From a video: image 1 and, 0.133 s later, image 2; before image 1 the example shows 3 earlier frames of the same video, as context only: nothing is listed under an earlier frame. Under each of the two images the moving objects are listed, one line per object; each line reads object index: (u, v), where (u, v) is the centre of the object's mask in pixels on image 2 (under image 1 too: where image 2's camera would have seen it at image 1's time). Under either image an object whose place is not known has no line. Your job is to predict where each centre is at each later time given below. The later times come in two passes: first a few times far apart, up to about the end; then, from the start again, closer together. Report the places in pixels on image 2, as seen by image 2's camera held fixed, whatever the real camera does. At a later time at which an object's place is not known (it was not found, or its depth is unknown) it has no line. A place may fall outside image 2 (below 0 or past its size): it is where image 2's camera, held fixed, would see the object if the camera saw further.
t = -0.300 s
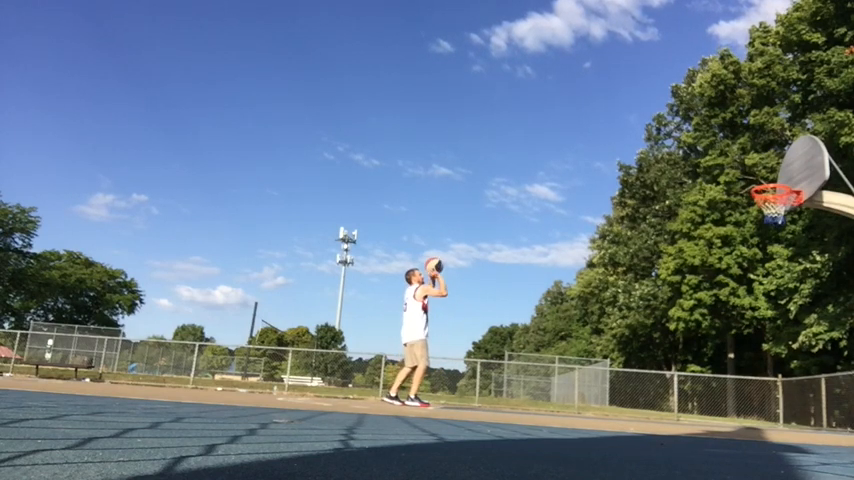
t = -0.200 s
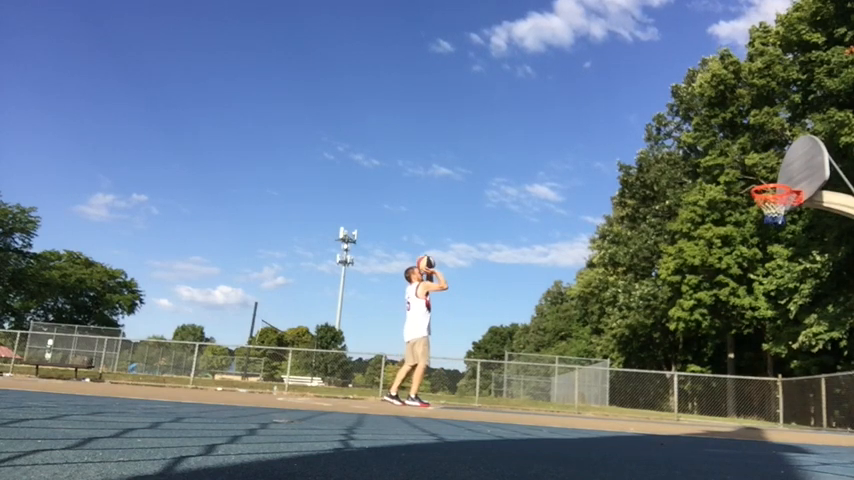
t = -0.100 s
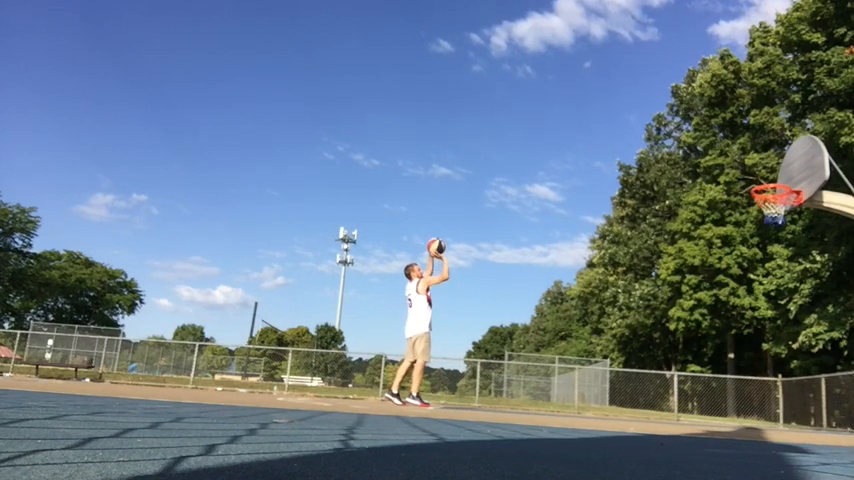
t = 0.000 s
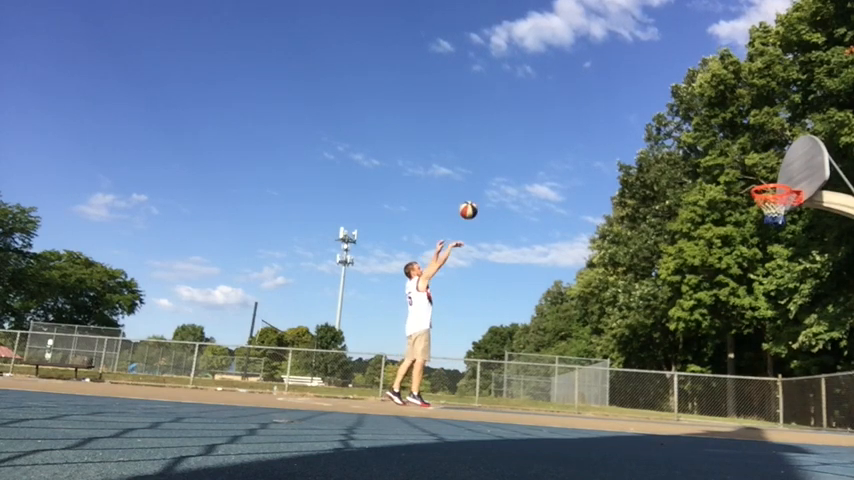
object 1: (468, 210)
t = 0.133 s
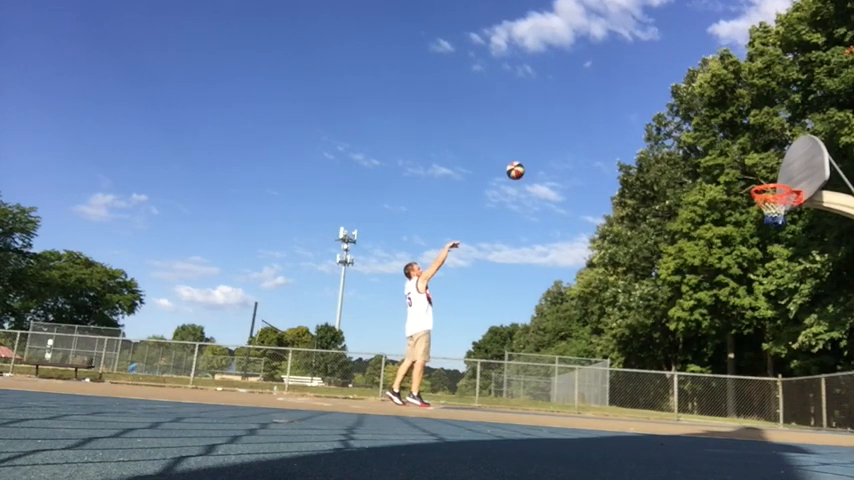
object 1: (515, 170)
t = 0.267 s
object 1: (560, 144)
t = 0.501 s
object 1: (637, 128)
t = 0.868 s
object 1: (754, 179)
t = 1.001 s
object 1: (775, 202)
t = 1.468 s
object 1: (726, 377)
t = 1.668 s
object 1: (704, 364)
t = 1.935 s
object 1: (672, 295)
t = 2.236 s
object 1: (636, 284)
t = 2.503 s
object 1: (604, 332)
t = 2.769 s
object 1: (569, 388)
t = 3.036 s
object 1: (538, 334)
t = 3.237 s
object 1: (514, 331)
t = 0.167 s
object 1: (527, 163)
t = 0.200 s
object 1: (538, 156)
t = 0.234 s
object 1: (549, 150)
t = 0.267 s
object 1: (560, 144)
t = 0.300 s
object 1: (571, 140)
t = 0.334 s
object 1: (583, 136)
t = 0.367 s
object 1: (593, 133)
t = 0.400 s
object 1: (604, 131)
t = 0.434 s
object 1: (615, 129)
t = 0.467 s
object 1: (626, 128)
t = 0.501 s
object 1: (637, 128)
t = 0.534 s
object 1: (648, 129)
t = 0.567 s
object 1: (658, 131)
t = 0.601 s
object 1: (668, 133)
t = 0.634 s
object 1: (679, 136)
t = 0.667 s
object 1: (690, 140)
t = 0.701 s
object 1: (701, 145)
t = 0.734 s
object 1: (712, 150)
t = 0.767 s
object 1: (723, 156)
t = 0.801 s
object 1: (733, 163)
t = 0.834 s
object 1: (744, 171)
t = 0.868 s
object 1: (754, 179)
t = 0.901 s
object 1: (763, 185)
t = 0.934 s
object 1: (774, 192)
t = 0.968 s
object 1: (781, 196)
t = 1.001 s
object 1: (775, 202)
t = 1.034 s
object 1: (771, 210)
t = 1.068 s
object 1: (767, 219)
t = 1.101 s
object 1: (766, 227)
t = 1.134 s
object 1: (762, 236)
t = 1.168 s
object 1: (758, 246)
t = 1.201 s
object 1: (755, 257)
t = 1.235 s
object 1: (751, 269)
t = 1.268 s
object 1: (747, 282)
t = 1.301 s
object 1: (744, 297)
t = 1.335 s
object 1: (740, 310)
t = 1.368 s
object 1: (738, 325)
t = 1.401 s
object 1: (734, 341)
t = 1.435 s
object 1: (730, 358)
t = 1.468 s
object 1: (726, 377)
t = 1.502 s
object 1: (723, 396)
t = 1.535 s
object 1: (720, 416)
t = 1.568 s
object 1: (716, 406)
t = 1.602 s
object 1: (712, 391)
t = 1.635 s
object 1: (708, 377)
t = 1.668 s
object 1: (704, 364)
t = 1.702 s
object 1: (700, 352)
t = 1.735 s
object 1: (696, 341)
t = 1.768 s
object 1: (692, 331)
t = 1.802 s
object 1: (688, 322)
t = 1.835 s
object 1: (684, 314)
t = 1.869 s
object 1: (680, 307)
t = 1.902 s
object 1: (676, 300)
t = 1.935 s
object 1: (672, 295)
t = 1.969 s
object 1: (669, 290)
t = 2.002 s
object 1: (664, 286)
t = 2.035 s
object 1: (660, 282)
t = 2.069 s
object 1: (655, 280)
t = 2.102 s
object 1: (651, 280)
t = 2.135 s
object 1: (647, 280)
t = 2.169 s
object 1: (643, 281)
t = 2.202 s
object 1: (639, 282)
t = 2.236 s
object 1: (636, 284)
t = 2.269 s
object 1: (631, 287)
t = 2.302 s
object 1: (628, 291)
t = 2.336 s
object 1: (624, 296)
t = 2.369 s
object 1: (620, 301)
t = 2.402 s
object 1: (616, 307)
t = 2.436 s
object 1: (611, 315)
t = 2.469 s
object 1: (608, 323)
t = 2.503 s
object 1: (604, 332)
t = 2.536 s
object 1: (599, 342)
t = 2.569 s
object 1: (594, 353)
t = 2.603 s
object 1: (590, 365)
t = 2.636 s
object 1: (586, 377)
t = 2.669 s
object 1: (581, 391)
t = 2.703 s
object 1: (577, 406)
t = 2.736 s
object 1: (573, 399)
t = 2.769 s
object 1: (569, 388)
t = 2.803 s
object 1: (565, 378)
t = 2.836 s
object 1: (561, 368)
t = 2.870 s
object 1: (557, 360)
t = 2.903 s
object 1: (553, 354)
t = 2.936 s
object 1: (549, 347)
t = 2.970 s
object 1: (546, 343)
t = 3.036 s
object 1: (538, 334)
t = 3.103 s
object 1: (530, 330)
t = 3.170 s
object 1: (521, 329)
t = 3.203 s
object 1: (518, 329)
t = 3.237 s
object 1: (514, 331)
